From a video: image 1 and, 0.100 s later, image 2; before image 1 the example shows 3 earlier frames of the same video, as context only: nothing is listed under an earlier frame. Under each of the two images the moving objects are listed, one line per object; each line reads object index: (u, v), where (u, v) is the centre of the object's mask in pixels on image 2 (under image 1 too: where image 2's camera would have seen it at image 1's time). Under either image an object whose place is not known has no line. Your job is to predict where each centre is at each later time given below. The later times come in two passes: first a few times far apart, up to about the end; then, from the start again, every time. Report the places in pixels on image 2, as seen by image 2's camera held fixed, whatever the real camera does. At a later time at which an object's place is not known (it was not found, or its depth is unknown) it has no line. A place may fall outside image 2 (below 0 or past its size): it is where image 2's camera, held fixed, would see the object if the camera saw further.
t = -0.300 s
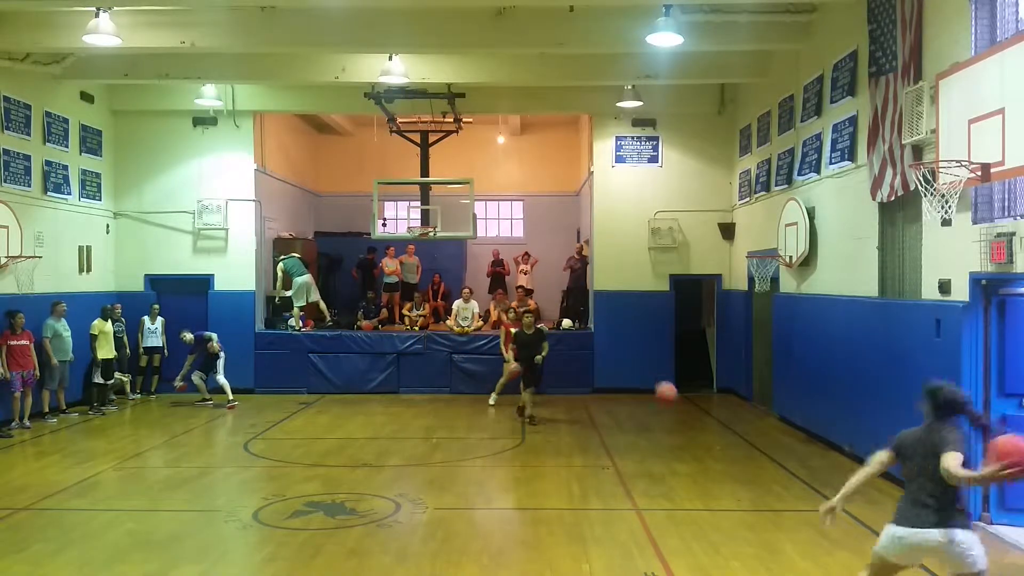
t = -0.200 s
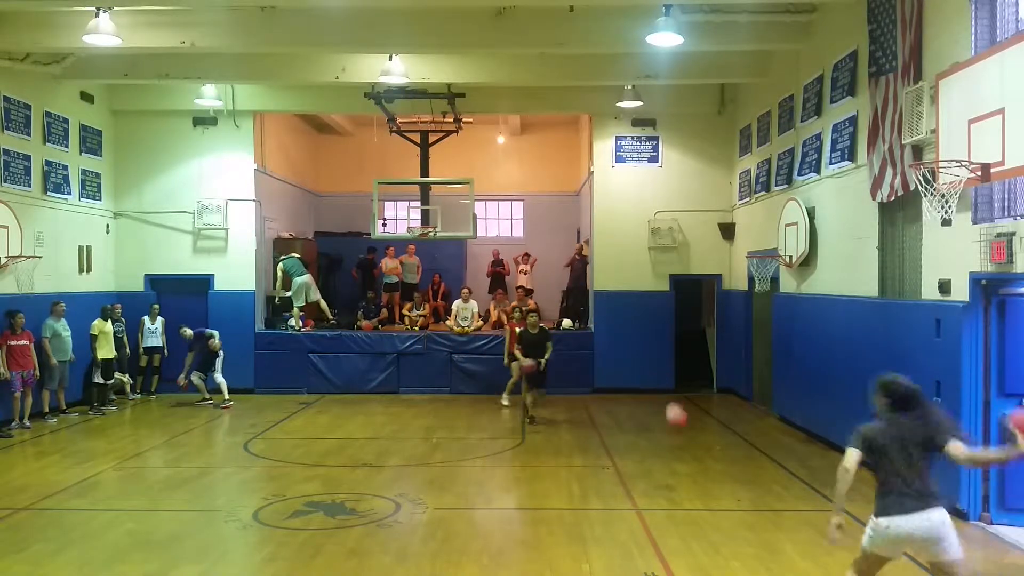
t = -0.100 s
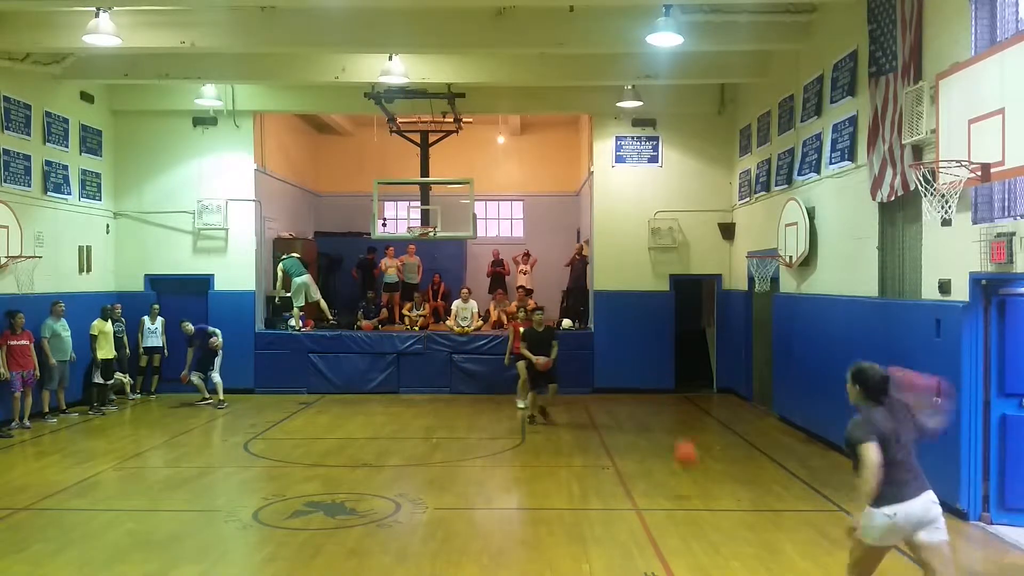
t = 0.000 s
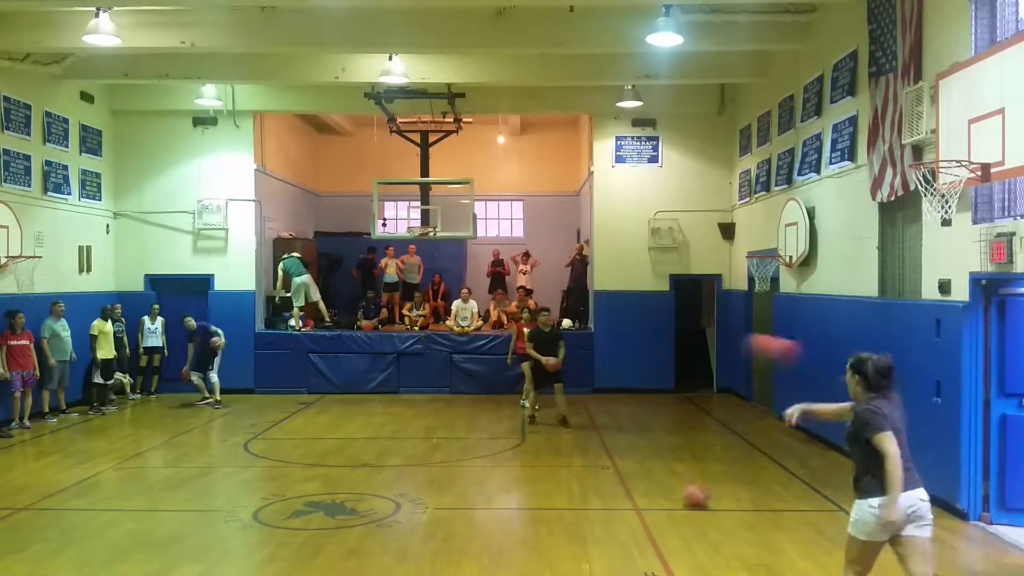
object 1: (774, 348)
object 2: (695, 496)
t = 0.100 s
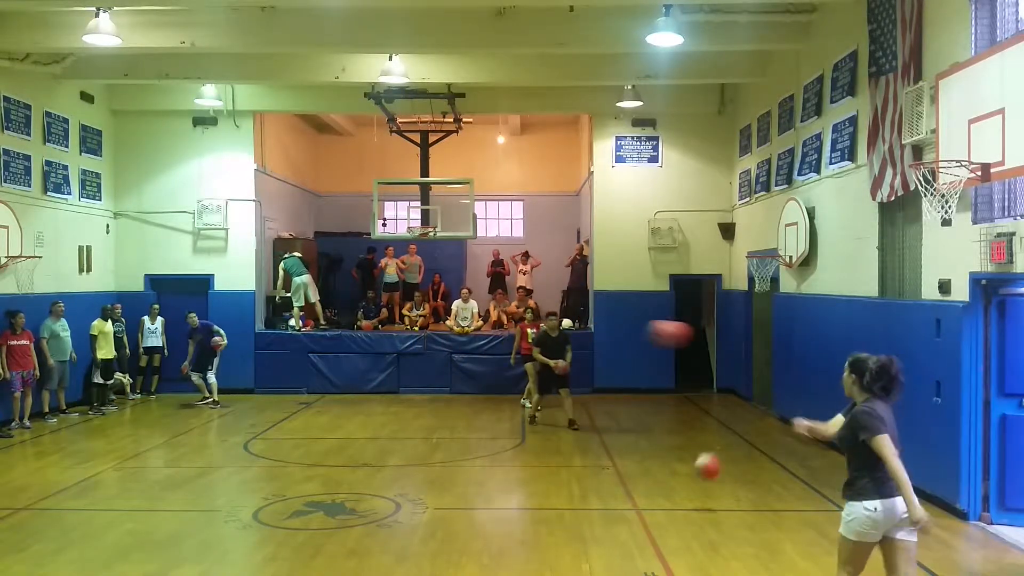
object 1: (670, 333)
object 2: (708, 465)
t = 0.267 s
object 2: (725, 437)
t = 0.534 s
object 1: (434, 371)
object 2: (763, 450)
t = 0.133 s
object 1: (641, 329)
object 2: (712, 457)
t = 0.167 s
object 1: (616, 329)
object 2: (715, 451)
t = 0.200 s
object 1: (594, 328)
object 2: (718, 445)
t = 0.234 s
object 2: (723, 438)
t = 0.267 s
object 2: (725, 437)
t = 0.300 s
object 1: (537, 336)
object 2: (730, 435)
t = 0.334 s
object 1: (513, 337)
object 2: (734, 434)
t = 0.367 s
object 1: (498, 340)
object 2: (739, 433)
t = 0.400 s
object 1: (484, 345)
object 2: (743, 434)
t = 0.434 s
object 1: (469, 351)
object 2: (749, 435)
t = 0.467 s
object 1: (458, 356)
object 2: (753, 439)
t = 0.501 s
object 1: (445, 364)
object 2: (759, 444)
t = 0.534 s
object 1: (434, 371)
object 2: (763, 450)
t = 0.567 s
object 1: (423, 378)
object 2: (767, 460)
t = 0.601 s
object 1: (414, 384)
